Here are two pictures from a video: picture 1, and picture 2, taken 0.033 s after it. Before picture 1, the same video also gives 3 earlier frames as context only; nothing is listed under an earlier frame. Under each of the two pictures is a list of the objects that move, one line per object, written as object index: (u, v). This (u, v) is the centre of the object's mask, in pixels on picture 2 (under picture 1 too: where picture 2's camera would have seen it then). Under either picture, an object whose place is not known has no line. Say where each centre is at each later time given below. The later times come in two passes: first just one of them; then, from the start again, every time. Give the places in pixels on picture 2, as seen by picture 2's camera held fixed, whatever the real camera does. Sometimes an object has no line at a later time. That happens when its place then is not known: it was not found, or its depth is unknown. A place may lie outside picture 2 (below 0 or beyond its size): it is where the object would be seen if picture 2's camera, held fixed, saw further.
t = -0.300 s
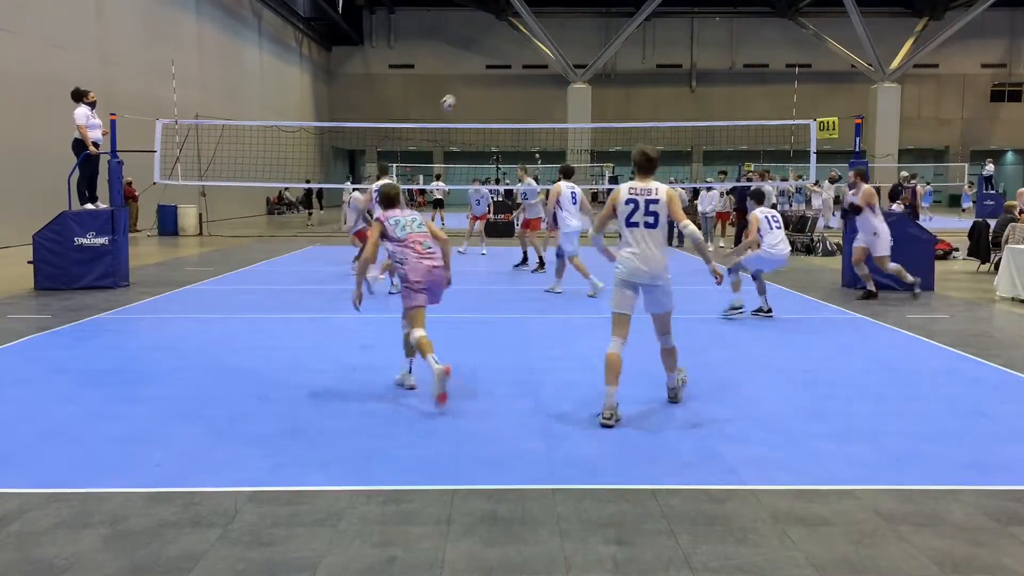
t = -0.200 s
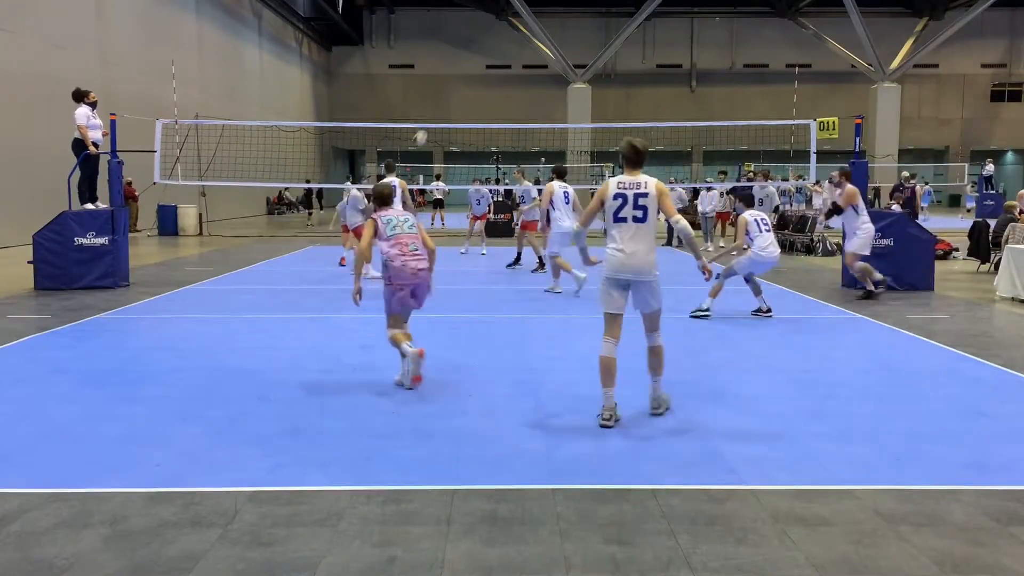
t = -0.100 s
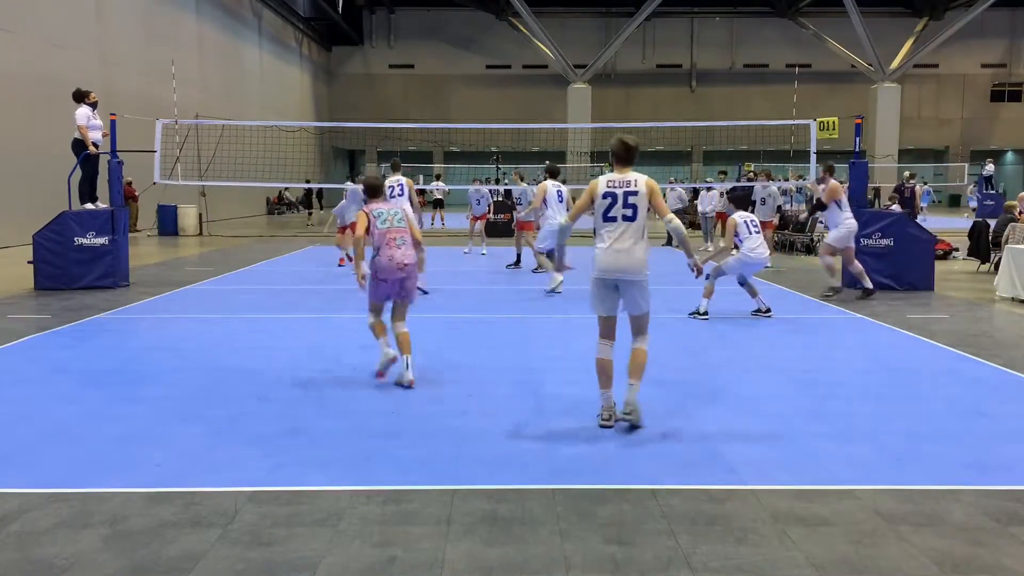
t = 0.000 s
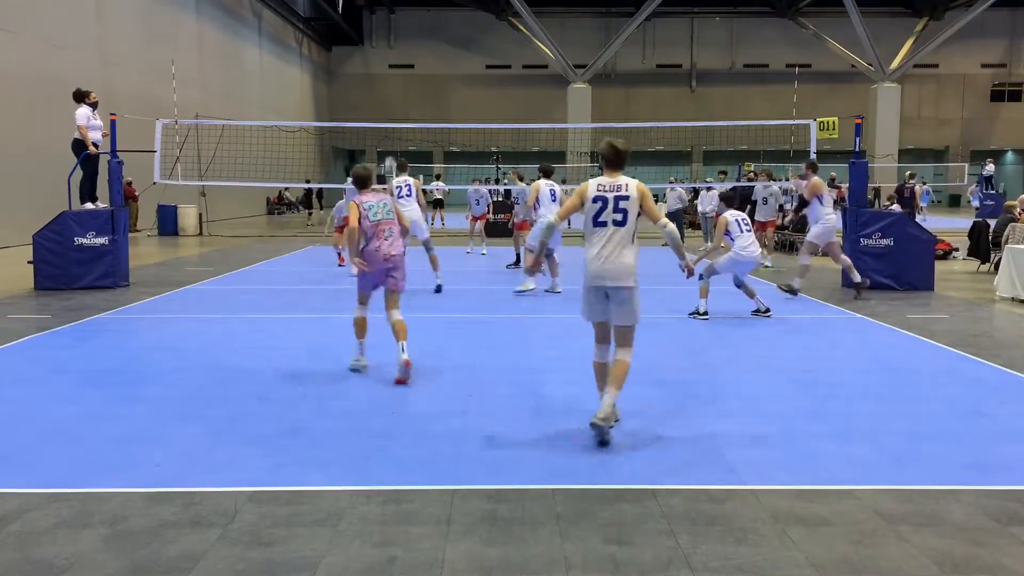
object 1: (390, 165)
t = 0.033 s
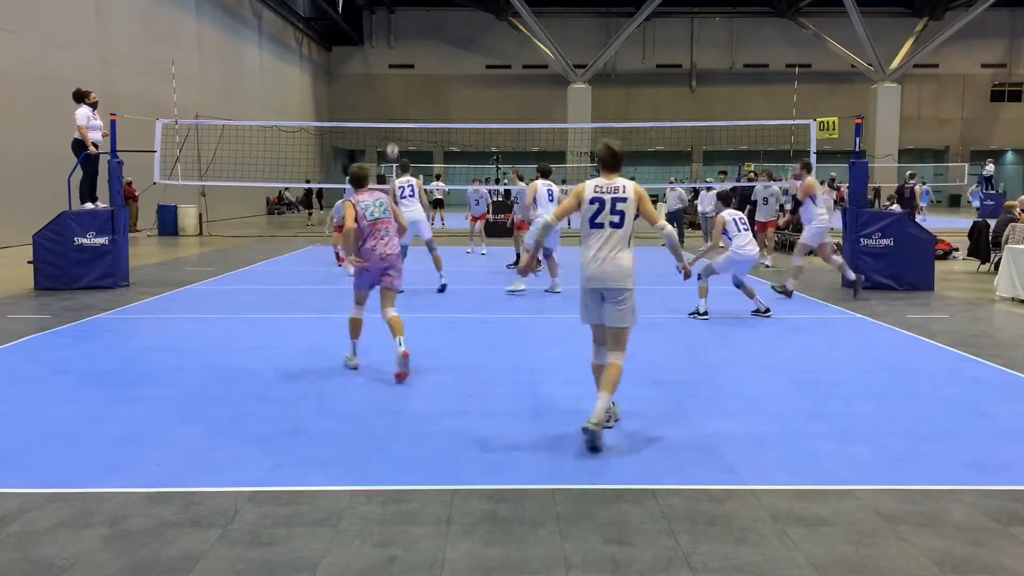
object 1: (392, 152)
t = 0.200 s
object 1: (405, 90)
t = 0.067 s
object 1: (395, 137)
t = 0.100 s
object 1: (397, 122)
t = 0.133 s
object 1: (400, 112)
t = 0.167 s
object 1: (403, 100)
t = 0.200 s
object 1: (405, 90)
